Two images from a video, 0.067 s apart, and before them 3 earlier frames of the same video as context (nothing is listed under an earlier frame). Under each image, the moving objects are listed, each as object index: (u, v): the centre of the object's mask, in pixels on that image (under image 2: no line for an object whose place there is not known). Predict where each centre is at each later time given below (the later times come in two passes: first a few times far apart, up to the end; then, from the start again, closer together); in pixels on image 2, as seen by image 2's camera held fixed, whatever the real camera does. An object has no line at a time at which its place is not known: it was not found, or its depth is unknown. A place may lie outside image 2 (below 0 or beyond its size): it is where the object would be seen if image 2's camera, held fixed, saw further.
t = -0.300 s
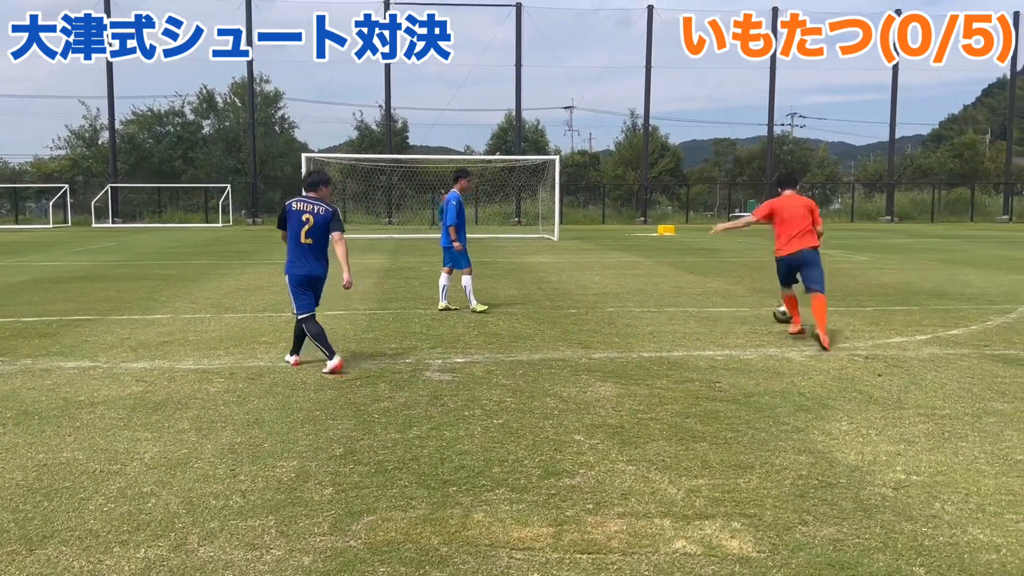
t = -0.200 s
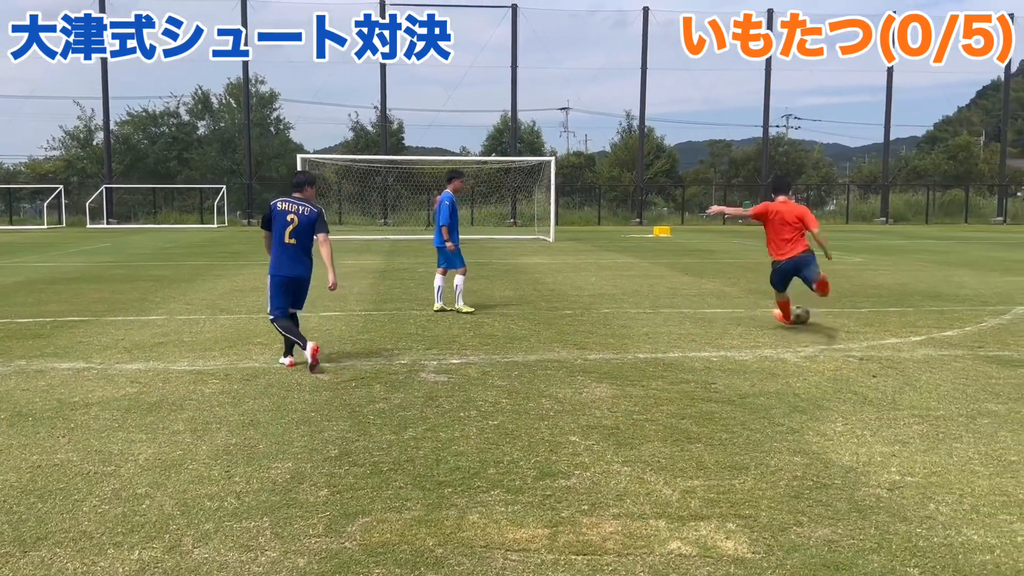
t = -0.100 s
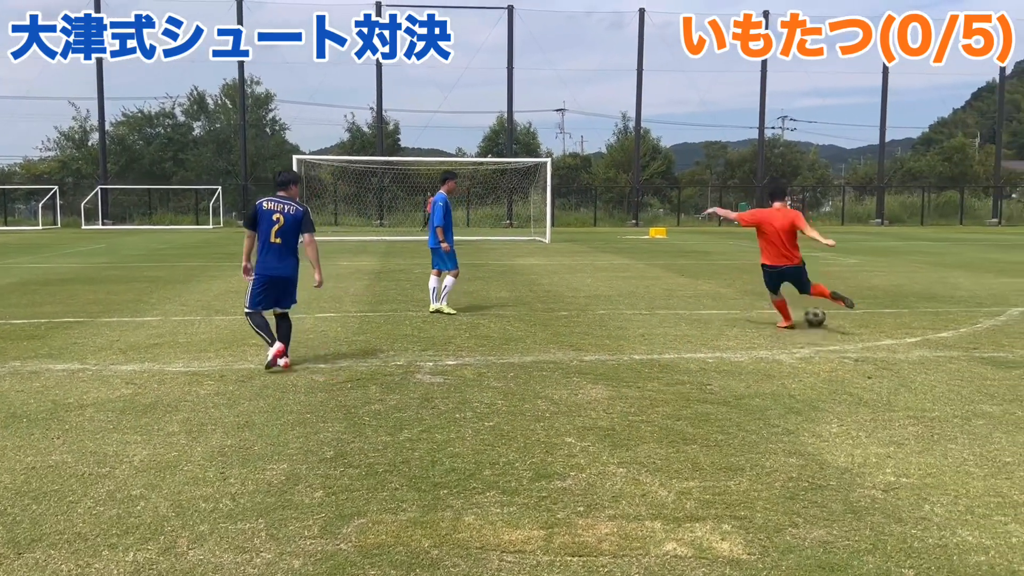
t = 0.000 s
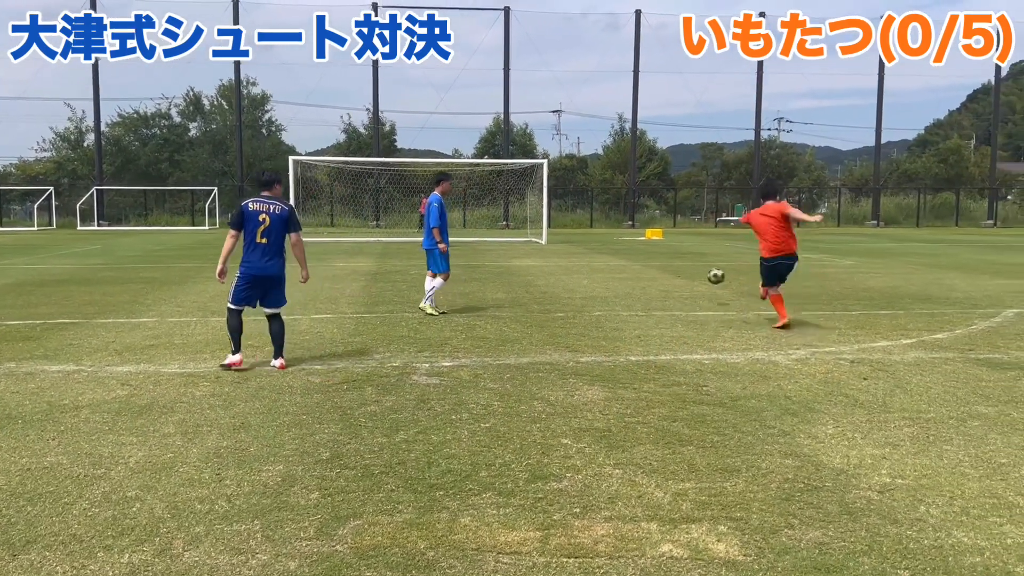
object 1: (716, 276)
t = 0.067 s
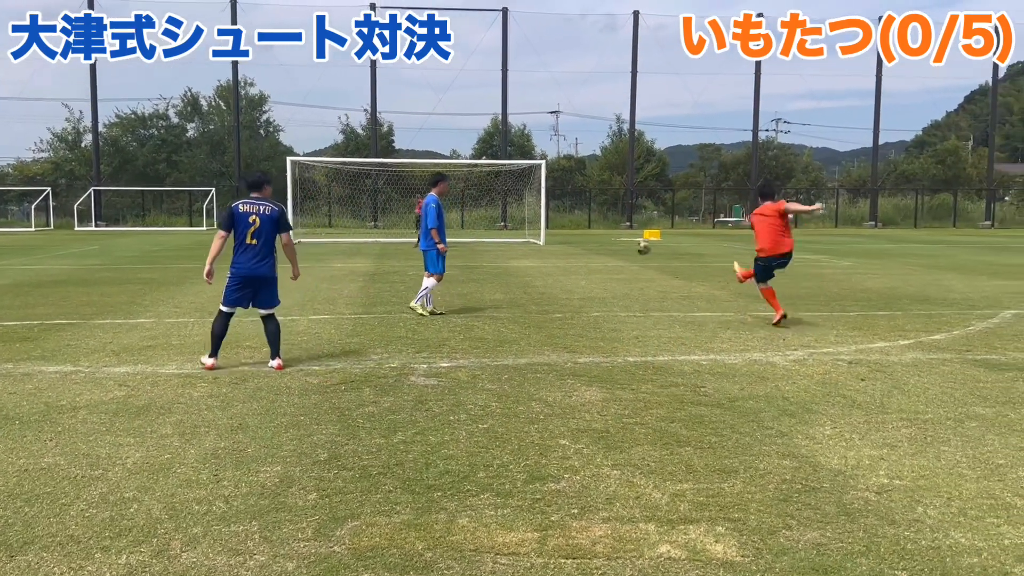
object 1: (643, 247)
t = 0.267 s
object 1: (516, 195)
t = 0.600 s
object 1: (411, 164)
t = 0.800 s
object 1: (386, 163)
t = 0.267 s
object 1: (516, 195)
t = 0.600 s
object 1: (411, 164)
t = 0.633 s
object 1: (408, 162)
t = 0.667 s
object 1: (404, 162)
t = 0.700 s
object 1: (401, 162)
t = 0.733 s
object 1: (396, 162)
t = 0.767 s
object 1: (391, 162)
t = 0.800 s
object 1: (386, 163)
